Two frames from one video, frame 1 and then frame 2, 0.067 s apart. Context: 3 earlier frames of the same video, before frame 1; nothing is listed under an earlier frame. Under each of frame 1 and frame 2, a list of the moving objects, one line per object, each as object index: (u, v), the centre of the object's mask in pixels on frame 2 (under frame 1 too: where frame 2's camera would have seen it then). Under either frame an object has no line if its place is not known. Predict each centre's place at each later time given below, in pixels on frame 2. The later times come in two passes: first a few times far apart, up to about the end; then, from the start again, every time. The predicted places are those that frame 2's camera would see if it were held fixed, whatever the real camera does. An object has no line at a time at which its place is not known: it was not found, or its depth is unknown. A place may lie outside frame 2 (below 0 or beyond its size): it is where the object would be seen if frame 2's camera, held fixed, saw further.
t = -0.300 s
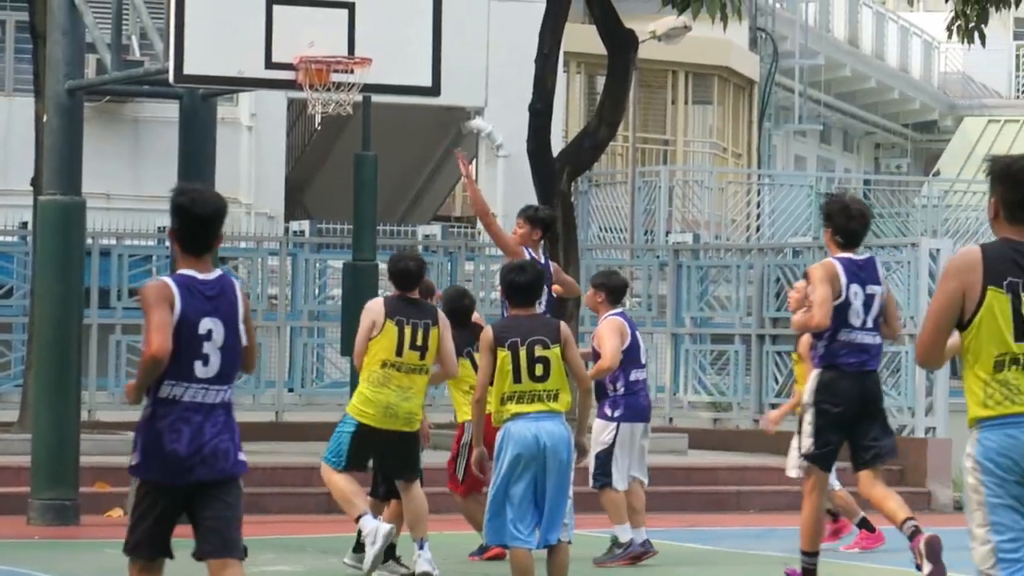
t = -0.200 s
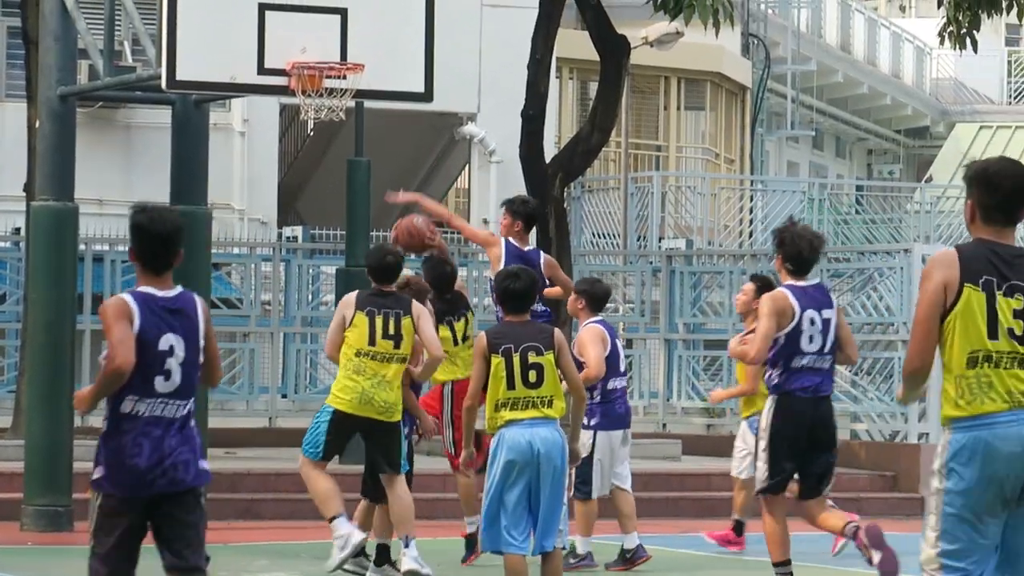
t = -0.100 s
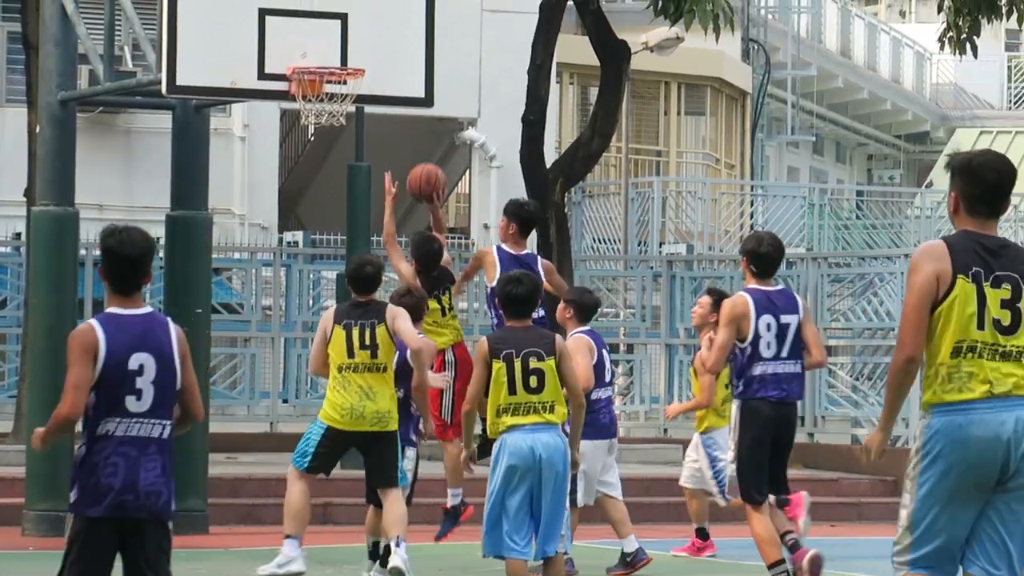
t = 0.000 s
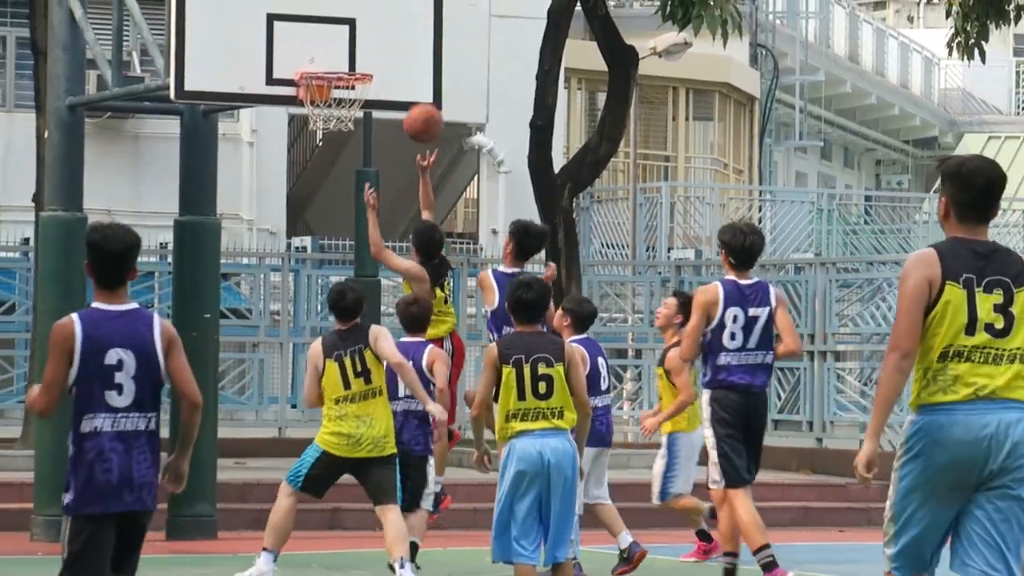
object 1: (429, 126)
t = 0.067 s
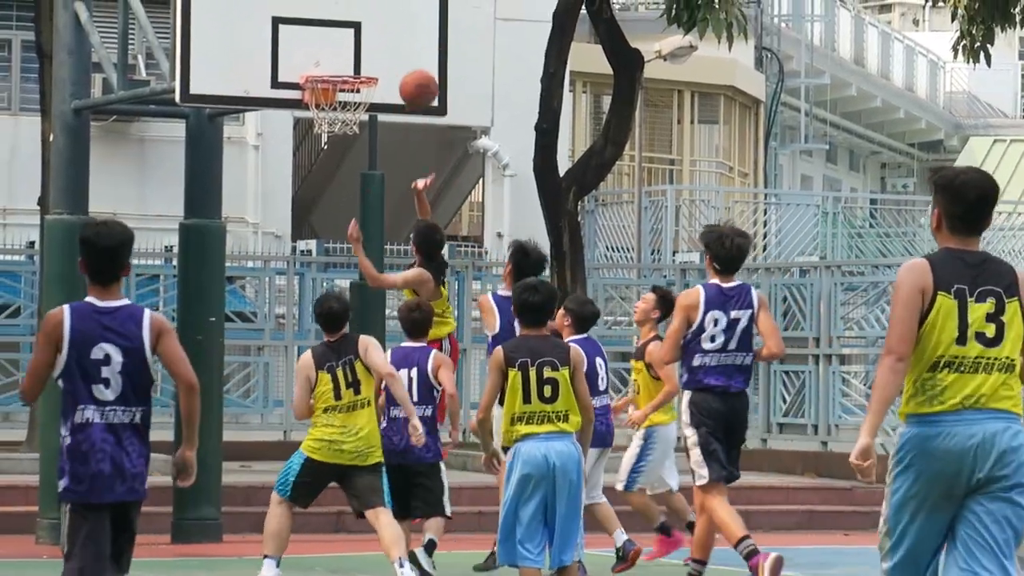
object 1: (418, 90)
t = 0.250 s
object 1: (389, 22)
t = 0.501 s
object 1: (349, 19)
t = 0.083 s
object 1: (416, 81)
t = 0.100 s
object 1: (413, 73)
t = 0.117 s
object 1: (411, 65)
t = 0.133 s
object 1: (408, 58)
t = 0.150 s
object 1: (406, 52)
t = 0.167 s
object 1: (403, 46)
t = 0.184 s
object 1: (400, 40)
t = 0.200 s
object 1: (398, 35)
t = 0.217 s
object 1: (395, 31)
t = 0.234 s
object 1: (392, 26)
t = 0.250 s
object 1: (389, 22)
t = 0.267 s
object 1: (387, 19)
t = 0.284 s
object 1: (384, 16)
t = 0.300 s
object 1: (381, 14)
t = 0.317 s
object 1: (379, 12)
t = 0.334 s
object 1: (376, 10)
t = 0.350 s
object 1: (373, 9)
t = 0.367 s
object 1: (371, 8)
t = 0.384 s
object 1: (368, 8)
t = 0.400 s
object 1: (365, 8)
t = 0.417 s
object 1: (363, 9)
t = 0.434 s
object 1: (360, 10)
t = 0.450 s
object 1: (357, 11)
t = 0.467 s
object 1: (354, 14)
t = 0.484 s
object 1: (352, 16)
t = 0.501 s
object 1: (349, 19)
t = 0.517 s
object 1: (346, 22)
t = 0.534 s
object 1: (344, 26)
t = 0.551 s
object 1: (341, 30)
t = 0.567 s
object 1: (338, 34)
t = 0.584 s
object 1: (336, 38)
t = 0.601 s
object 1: (333, 44)
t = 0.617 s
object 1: (330, 50)
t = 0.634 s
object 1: (328, 55)
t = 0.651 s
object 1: (330, 58)
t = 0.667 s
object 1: (331, 58)
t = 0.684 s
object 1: (333, 55)
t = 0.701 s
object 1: (335, 53)
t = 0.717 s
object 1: (337, 51)
